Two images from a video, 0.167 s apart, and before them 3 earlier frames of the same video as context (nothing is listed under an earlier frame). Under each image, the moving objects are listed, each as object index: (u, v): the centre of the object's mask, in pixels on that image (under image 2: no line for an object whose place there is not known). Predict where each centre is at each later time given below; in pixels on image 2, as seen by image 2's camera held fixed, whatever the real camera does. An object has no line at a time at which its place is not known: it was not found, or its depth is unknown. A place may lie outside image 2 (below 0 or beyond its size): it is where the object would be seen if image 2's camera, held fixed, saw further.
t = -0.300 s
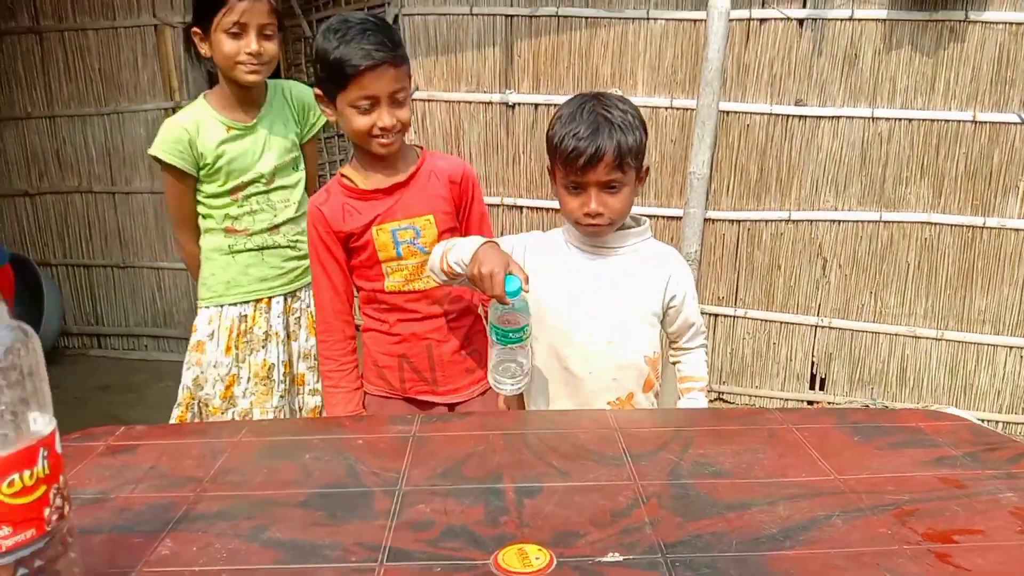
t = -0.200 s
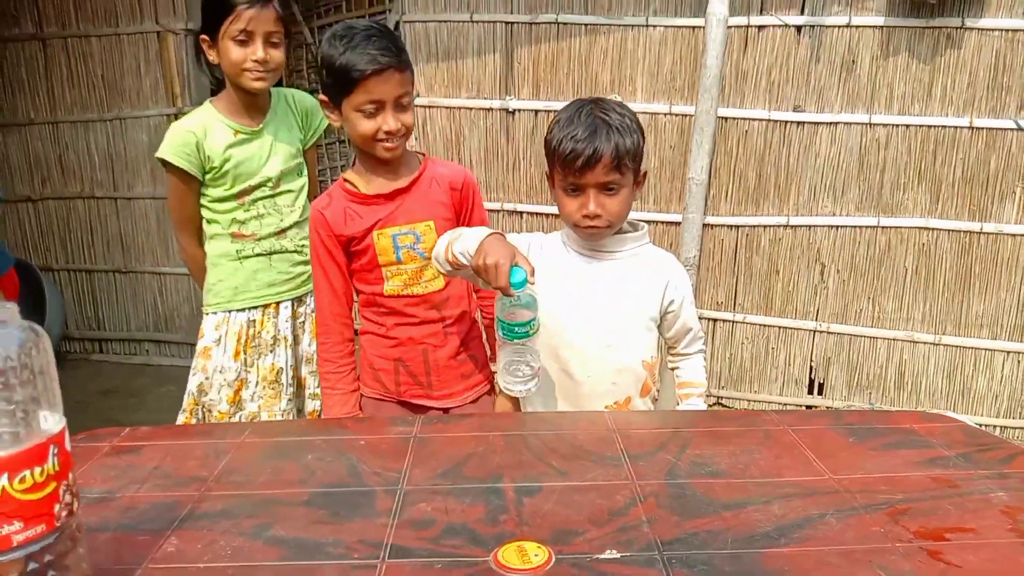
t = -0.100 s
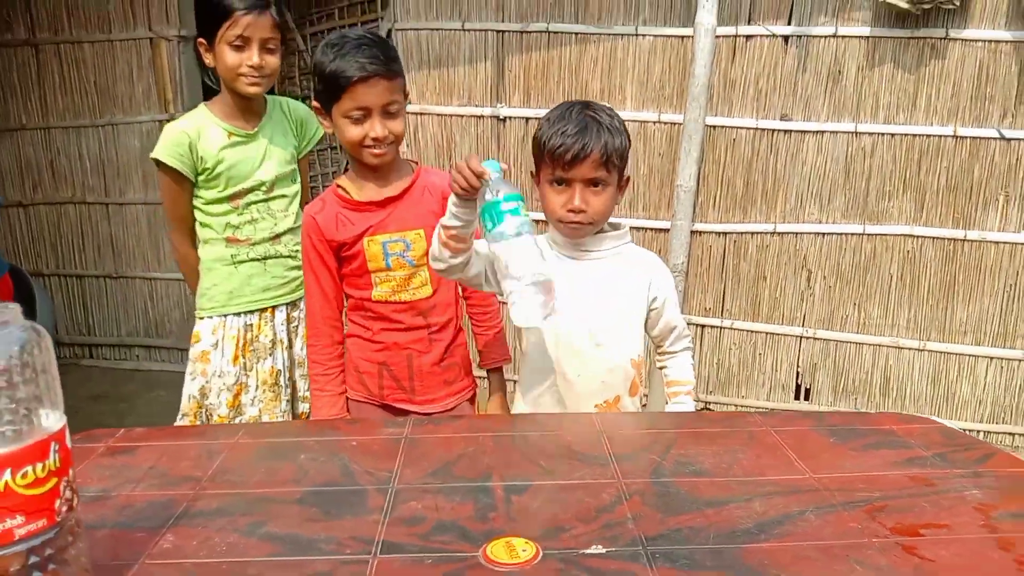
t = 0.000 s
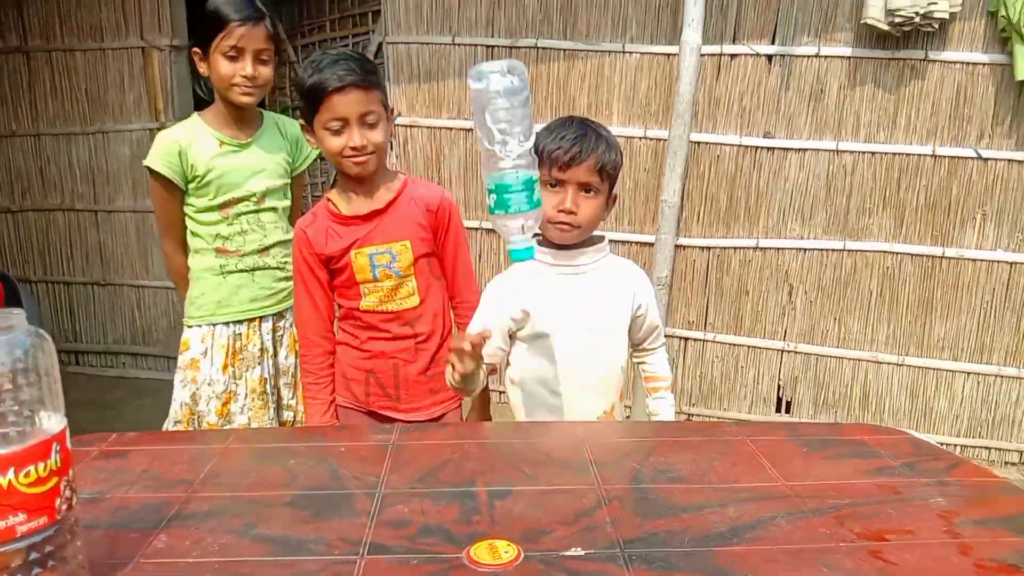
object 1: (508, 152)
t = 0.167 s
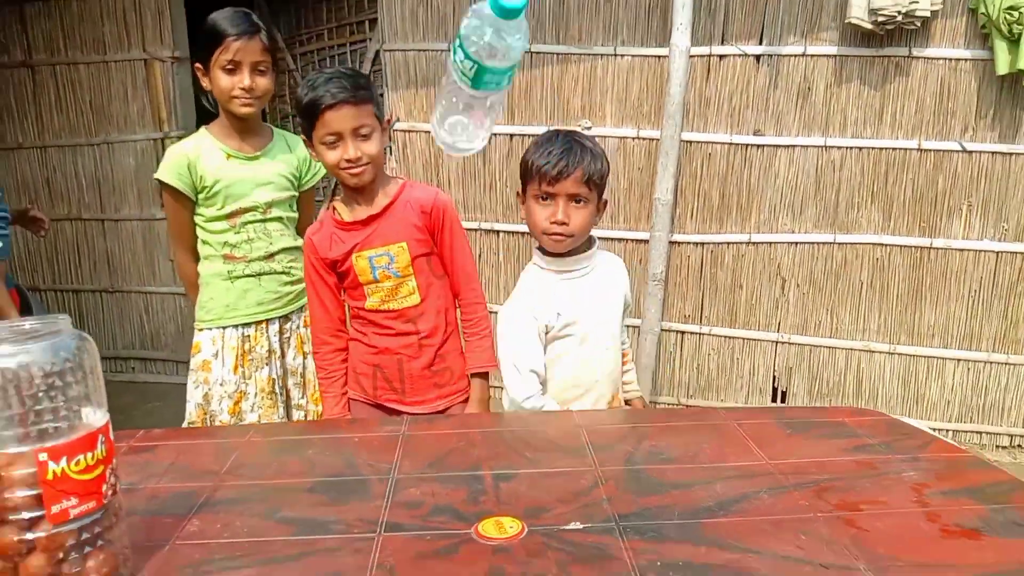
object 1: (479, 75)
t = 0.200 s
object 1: (479, 104)
